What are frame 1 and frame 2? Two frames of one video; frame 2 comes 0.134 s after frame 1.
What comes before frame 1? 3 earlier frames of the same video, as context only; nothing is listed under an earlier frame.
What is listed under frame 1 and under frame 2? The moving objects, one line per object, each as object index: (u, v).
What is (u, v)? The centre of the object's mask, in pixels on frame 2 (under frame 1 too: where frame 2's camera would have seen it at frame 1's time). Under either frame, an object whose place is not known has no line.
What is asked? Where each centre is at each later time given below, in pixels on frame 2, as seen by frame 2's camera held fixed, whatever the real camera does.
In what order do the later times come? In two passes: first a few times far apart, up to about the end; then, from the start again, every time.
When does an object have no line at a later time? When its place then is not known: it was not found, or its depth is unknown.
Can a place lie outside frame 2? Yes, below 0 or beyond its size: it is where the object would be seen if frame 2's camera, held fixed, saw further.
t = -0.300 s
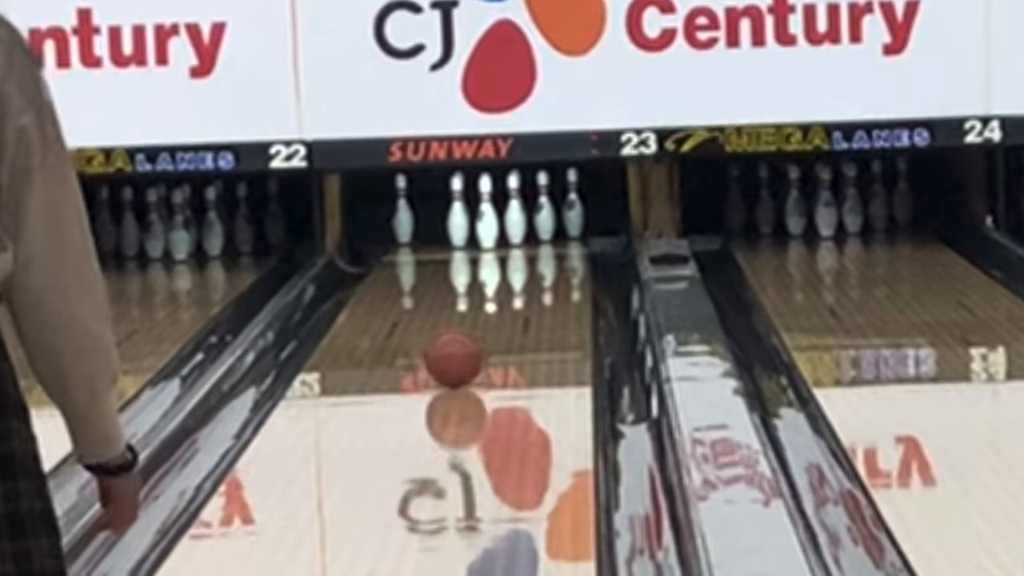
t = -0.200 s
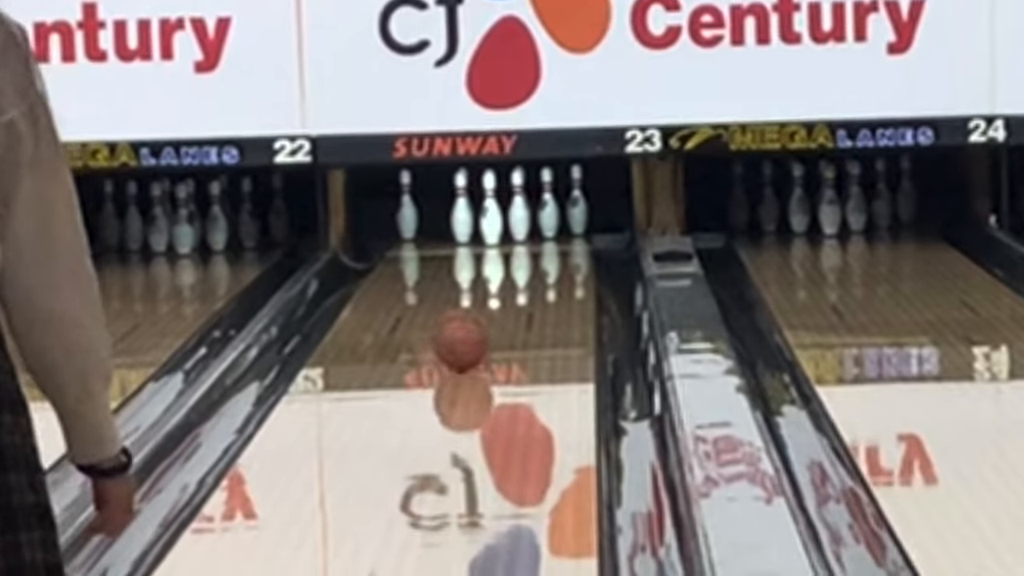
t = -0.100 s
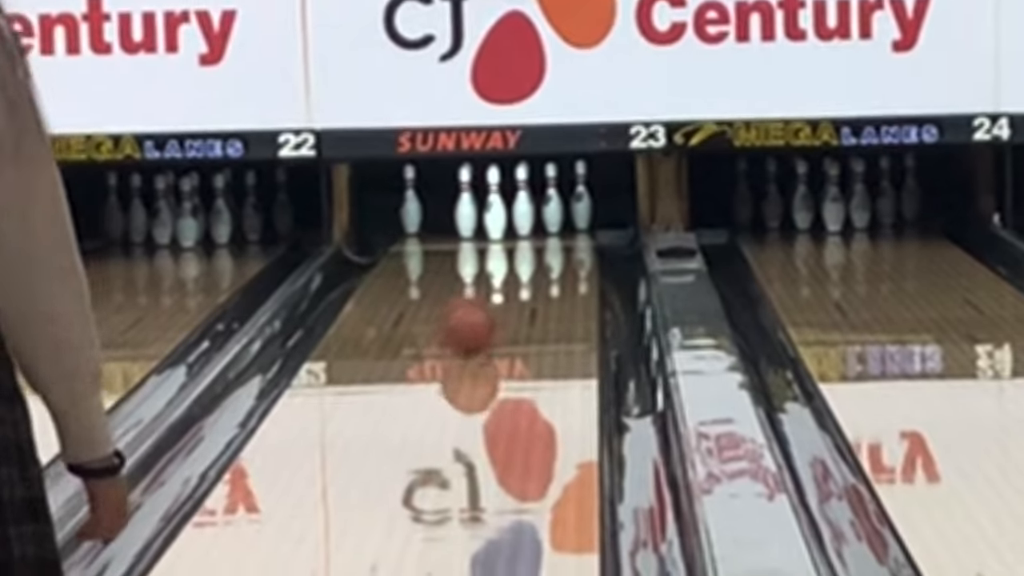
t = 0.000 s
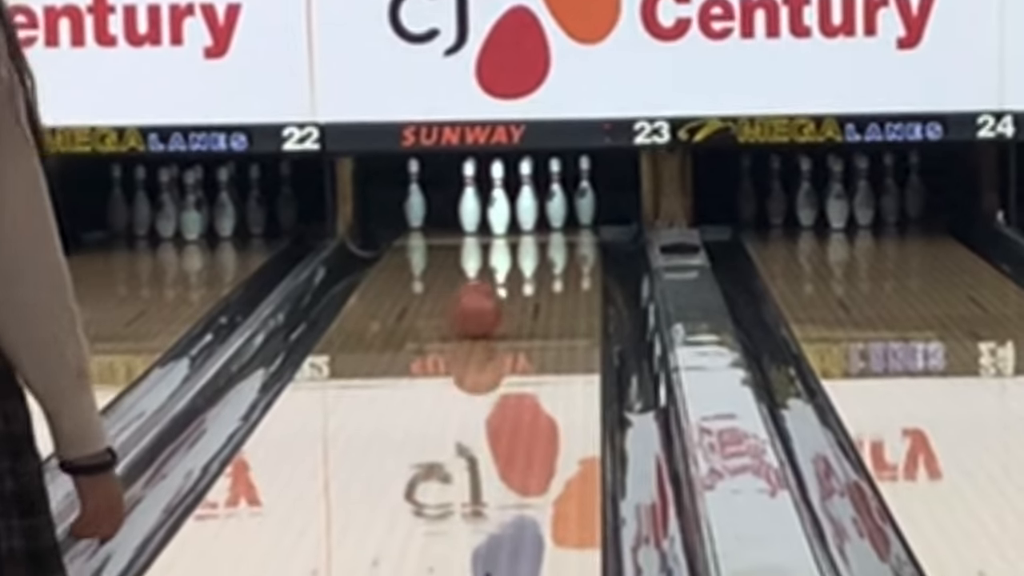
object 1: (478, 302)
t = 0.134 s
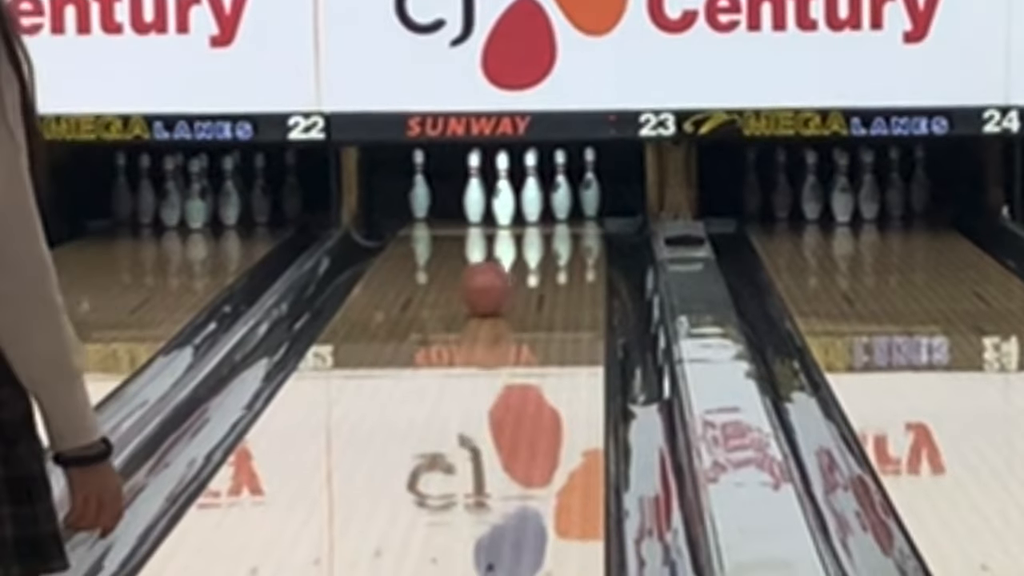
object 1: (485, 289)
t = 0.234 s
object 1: (488, 280)
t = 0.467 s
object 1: (496, 262)
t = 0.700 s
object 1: (502, 250)
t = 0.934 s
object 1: (505, 235)
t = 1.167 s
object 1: (506, 227)
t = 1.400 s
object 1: (508, 219)
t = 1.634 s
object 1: (508, 210)
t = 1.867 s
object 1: (514, 206)
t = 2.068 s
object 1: (514, 203)
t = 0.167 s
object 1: (487, 286)
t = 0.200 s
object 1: (487, 283)
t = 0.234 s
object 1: (488, 280)
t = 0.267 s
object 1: (489, 277)
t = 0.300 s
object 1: (491, 273)
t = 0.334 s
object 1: (493, 271)
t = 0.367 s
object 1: (493, 268)
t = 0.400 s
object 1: (496, 268)
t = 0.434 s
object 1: (495, 264)
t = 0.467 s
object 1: (496, 262)
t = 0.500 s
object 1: (497, 261)
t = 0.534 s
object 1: (498, 259)
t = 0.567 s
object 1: (498, 257)
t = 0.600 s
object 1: (501, 255)
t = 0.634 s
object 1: (501, 254)
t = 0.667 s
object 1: (502, 251)
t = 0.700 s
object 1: (502, 250)
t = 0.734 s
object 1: (503, 248)
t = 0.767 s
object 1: (503, 246)
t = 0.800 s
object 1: (504, 243)
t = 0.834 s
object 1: (504, 240)
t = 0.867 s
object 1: (504, 239)
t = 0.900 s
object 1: (505, 237)
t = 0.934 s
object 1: (505, 235)
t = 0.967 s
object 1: (506, 234)
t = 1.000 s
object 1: (506, 233)
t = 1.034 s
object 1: (506, 232)
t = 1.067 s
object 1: (506, 230)
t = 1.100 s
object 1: (506, 229)
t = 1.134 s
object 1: (506, 228)
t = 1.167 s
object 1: (506, 227)
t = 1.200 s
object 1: (507, 226)
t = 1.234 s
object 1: (507, 224)
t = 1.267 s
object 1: (507, 223)
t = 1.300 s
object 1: (508, 222)
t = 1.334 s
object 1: (508, 221)
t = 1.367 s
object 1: (508, 220)
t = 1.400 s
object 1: (508, 219)
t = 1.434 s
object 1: (508, 217)
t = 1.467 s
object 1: (508, 216)
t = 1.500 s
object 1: (508, 215)
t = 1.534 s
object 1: (508, 214)
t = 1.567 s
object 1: (507, 214)
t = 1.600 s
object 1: (507, 212)
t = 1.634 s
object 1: (508, 210)
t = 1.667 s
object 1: (508, 209)
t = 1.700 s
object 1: (508, 209)
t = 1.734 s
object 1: (508, 208)
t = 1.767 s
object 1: (510, 208)
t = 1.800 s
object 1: (510, 206)
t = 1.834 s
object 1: (513, 207)
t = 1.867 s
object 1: (514, 206)
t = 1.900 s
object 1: (515, 205)
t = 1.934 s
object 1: (515, 204)
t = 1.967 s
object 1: (515, 205)
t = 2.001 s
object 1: (514, 204)
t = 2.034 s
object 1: (514, 203)
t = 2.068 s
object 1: (514, 203)
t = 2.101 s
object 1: (514, 203)
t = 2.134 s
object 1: (514, 203)
